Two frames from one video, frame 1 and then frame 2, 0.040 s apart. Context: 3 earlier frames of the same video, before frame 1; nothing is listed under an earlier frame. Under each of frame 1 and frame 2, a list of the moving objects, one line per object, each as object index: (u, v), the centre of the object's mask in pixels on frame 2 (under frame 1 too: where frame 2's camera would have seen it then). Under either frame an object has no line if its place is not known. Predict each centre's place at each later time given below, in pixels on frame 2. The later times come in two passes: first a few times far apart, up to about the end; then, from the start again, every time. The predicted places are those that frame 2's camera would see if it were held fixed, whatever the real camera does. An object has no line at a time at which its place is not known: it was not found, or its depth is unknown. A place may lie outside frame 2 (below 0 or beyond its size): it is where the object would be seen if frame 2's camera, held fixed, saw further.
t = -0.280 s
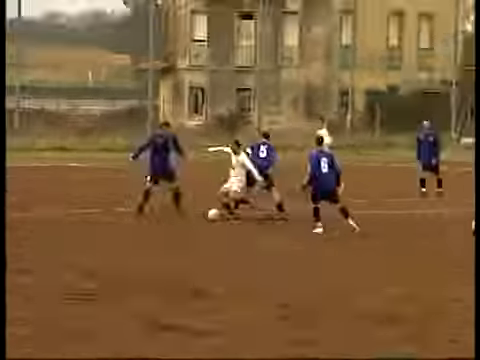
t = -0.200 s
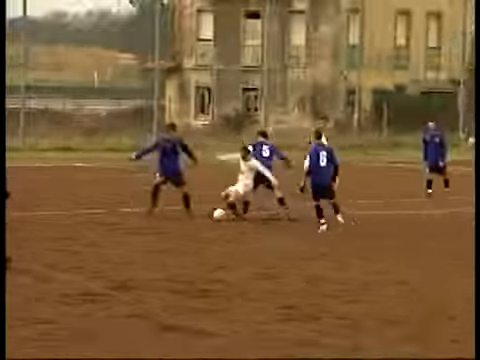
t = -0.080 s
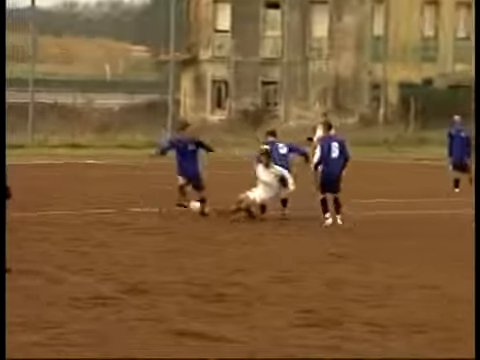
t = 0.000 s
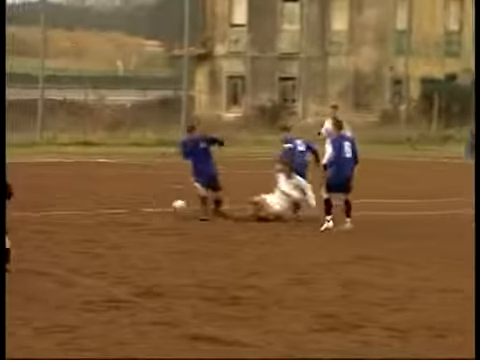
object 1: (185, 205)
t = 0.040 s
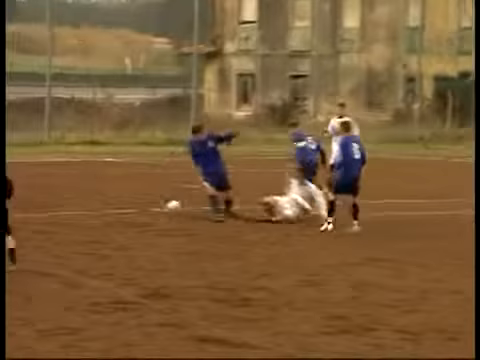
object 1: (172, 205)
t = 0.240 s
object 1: (115, 198)
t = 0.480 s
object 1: (63, 191)
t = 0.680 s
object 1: (21, 192)
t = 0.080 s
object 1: (156, 208)
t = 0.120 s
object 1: (145, 202)
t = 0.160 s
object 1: (137, 201)
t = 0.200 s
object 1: (126, 199)
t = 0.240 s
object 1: (115, 198)
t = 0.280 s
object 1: (106, 199)
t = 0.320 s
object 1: (94, 199)
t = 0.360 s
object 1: (84, 201)
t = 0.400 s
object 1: (75, 198)
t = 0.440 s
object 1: (70, 194)
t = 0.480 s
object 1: (63, 191)
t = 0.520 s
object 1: (55, 189)
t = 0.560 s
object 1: (45, 189)
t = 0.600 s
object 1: (37, 189)
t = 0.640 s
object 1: (29, 191)
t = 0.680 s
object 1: (21, 192)
